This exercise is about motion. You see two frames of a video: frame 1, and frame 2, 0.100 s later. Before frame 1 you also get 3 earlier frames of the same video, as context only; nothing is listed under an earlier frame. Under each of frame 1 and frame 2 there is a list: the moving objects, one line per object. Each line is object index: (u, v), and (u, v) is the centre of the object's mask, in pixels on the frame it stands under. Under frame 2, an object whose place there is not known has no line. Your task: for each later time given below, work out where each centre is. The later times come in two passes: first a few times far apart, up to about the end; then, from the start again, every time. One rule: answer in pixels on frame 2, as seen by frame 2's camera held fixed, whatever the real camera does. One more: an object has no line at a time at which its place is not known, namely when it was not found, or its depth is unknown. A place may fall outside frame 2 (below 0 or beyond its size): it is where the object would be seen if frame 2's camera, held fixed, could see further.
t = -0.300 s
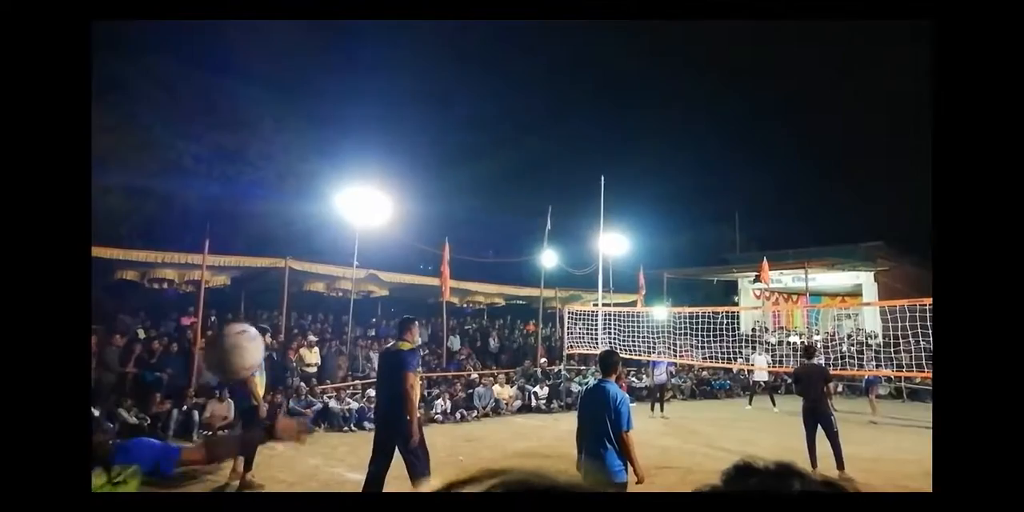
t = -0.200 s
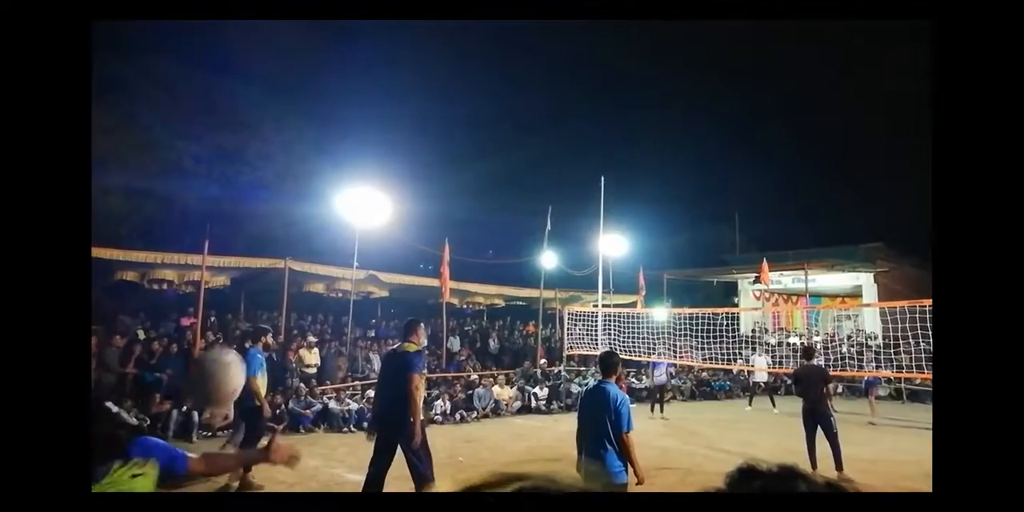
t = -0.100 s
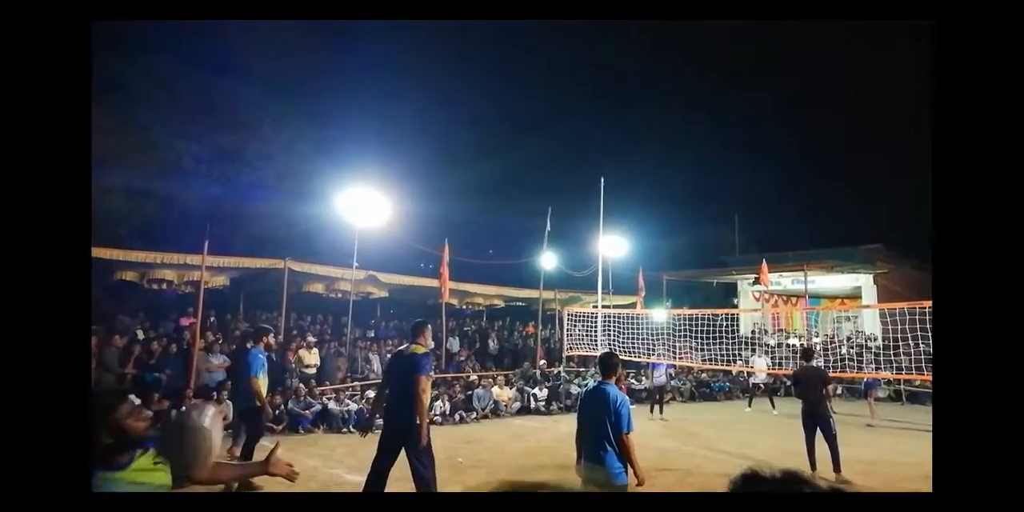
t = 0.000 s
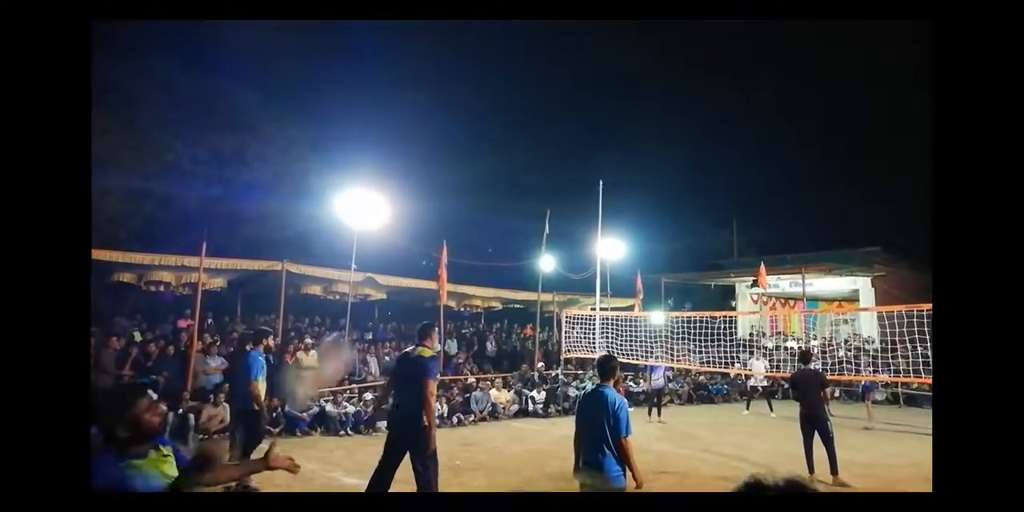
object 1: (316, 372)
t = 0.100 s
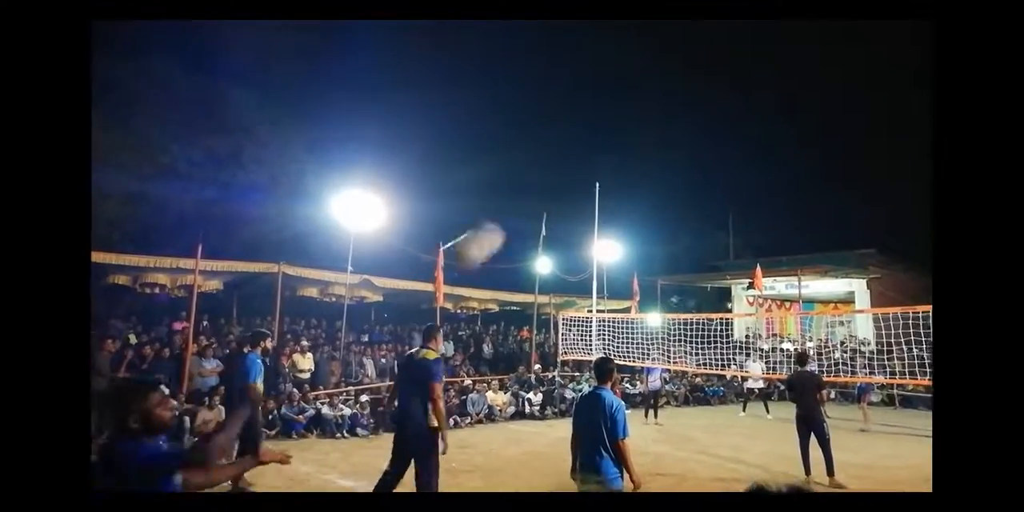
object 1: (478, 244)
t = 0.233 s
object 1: (601, 167)
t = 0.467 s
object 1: (717, 128)
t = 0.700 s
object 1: (782, 149)
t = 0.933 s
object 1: (823, 201)
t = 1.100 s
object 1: (844, 250)
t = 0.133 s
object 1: (515, 218)
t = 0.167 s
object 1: (547, 198)
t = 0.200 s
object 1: (576, 181)
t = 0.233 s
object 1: (601, 167)
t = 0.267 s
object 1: (623, 155)
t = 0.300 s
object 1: (642, 146)
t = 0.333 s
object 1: (659, 140)
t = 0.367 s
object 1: (676, 135)
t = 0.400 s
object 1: (691, 131)
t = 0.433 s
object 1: (705, 129)
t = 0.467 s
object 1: (717, 128)
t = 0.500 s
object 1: (729, 128)
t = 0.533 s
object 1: (739, 129)
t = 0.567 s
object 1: (749, 132)
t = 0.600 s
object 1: (758, 135)
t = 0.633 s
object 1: (766, 139)
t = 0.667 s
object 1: (774, 144)
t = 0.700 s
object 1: (782, 149)
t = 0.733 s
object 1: (789, 155)
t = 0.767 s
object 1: (795, 162)
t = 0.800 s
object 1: (802, 169)
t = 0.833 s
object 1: (807, 176)
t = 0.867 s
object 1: (813, 184)
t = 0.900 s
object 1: (818, 192)
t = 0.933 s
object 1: (823, 201)
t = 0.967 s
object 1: (828, 210)
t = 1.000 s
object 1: (832, 219)
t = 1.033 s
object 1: (837, 229)
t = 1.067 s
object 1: (841, 239)
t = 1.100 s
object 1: (844, 250)
